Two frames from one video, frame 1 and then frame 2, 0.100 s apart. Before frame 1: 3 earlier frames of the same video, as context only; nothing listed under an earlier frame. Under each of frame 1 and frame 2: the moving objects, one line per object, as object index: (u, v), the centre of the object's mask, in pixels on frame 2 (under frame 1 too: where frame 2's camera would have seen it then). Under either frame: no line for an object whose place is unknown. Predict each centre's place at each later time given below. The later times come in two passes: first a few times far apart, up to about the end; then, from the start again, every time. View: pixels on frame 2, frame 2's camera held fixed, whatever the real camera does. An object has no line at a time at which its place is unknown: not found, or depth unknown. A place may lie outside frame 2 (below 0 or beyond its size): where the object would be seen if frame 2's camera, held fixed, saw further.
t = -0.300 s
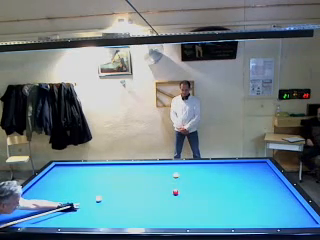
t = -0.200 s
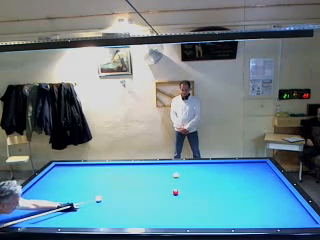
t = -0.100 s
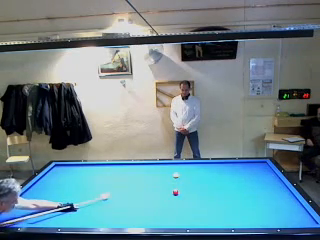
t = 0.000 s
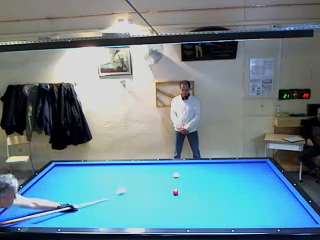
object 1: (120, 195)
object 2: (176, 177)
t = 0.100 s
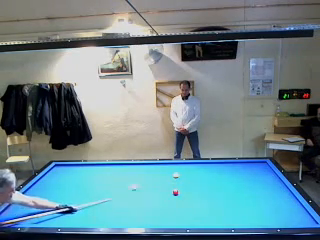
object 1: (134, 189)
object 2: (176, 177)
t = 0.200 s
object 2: (176, 177)
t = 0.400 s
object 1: (169, 177)
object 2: (176, 177)
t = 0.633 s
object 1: (175, 168)
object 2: (193, 176)
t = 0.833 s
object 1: (180, 164)
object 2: (206, 175)
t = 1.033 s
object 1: (189, 166)
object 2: (219, 174)
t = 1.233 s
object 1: (198, 169)
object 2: (232, 174)
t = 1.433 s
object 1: (208, 173)
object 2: (245, 173)
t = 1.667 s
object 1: (219, 176)
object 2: (260, 172)
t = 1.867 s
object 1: (229, 180)
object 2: (272, 172)
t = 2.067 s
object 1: (240, 184)
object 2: (264, 172)
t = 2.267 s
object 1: (252, 187)
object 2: (257, 172)
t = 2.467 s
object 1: (264, 191)
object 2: (249, 172)
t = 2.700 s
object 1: (279, 196)
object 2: (242, 171)
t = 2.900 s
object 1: (292, 200)
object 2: (235, 171)
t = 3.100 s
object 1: (294, 204)
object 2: (228, 171)
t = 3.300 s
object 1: (291, 208)
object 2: (222, 171)
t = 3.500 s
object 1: (288, 212)
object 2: (216, 171)
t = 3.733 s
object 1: (284, 218)
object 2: (210, 170)
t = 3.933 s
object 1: (280, 221)
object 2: (204, 170)
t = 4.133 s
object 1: (274, 221)
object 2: (199, 170)
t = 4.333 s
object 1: (267, 220)
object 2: (194, 170)
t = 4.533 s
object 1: (261, 218)
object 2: (189, 170)
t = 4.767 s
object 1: (253, 215)
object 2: (183, 170)
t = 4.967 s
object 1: (247, 213)
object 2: (179, 170)
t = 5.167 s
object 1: (241, 211)
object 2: (174, 170)
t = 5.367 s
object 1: (236, 209)
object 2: (171, 170)
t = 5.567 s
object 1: (231, 207)
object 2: (167, 169)
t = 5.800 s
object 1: (226, 205)
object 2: (162, 169)
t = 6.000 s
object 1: (222, 204)
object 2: (159, 169)
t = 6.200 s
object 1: (218, 202)
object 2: (156, 169)
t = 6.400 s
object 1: (214, 200)
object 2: (152, 169)
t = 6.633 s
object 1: (210, 199)
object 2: (148, 168)
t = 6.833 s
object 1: (207, 198)
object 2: (146, 168)
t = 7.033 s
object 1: (204, 196)
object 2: (144, 168)
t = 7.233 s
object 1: (201, 195)
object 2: (141, 168)
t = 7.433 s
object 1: (199, 195)
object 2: (139, 168)
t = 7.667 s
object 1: (196, 193)
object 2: (136, 168)
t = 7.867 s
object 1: (195, 193)
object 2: (134, 168)
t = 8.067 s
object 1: (193, 192)
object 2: (132, 168)
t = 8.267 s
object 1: (191, 191)
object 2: (131, 168)
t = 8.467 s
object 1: (189, 191)
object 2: (130, 168)
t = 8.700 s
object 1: (188, 190)
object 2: (128, 168)
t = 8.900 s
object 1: (187, 189)
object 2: (127, 168)
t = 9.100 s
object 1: (186, 189)
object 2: (126, 168)
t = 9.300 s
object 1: (184, 188)
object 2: (125, 167)
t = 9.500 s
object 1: (183, 188)
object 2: (124, 168)
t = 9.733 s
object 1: (183, 187)
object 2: (123, 167)
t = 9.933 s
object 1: (182, 187)
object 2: (123, 168)
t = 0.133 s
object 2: (176, 177)
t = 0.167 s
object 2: (176, 177)
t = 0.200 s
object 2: (176, 177)
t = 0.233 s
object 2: (176, 177)
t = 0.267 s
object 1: (154, 181)
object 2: (176, 177)
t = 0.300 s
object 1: (157, 180)
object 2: (176, 177)
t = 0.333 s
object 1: (161, 179)
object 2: (176, 177)
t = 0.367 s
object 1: (164, 178)
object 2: (176, 177)
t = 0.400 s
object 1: (169, 177)
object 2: (176, 177)
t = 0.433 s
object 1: (171, 175)
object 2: (175, 177)
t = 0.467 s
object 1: (171, 174)
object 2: (179, 176)
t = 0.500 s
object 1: (171, 173)
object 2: (182, 176)
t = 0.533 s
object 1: (172, 172)
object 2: (186, 175)
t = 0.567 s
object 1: (173, 171)
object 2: (188, 175)
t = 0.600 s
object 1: (173, 171)
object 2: (190, 175)
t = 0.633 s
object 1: (175, 168)
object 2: (193, 176)
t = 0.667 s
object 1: (176, 168)
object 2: (195, 175)
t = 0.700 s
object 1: (177, 167)
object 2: (197, 175)
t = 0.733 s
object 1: (178, 166)
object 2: (200, 175)
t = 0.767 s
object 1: (179, 165)
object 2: (202, 175)
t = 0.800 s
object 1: (179, 164)
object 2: (204, 175)
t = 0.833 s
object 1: (180, 164)
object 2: (206, 175)
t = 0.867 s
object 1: (182, 164)
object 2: (208, 175)
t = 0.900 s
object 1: (183, 164)
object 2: (210, 174)
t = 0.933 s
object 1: (185, 165)
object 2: (212, 175)
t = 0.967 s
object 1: (186, 166)
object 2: (215, 174)
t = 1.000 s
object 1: (188, 166)
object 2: (217, 174)
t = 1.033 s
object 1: (189, 166)
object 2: (219, 174)
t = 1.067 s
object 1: (191, 167)
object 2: (221, 174)
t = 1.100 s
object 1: (192, 167)
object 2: (223, 174)
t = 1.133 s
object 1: (193, 167)
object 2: (226, 174)
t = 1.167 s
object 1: (195, 169)
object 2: (228, 174)
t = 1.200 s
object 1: (196, 169)
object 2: (230, 174)
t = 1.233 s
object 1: (198, 169)
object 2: (232, 174)
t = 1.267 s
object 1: (200, 170)
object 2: (234, 173)
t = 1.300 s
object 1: (201, 170)
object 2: (237, 173)
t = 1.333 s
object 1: (202, 171)
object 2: (239, 173)
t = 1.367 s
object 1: (204, 171)
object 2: (241, 173)
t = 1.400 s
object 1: (206, 172)
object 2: (243, 173)
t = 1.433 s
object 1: (208, 173)
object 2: (245, 173)
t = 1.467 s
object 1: (209, 173)
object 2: (247, 173)
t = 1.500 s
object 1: (211, 174)
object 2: (249, 172)
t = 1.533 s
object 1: (212, 174)
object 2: (252, 173)
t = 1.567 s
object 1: (214, 175)
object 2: (254, 173)
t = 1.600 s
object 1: (215, 175)
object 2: (256, 173)
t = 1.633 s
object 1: (217, 176)
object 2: (258, 172)
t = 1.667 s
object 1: (219, 176)
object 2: (260, 172)
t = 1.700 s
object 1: (221, 177)
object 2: (262, 172)
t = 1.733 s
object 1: (222, 177)
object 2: (264, 172)
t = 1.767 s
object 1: (224, 178)
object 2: (266, 172)
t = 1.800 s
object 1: (226, 179)
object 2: (268, 172)
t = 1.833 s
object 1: (228, 179)
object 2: (270, 172)
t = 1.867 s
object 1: (229, 180)
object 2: (272, 172)
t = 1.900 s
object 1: (231, 181)
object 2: (271, 172)
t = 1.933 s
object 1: (233, 181)
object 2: (269, 172)
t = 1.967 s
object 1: (235, 181)
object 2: (268, 172)
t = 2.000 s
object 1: (236, 182)
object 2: (266, 172)
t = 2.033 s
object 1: (239, 183)
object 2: (265, 172)
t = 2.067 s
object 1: (240, 184)
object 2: (264, 172)
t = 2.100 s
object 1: (242, 184)
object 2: (263, 172)
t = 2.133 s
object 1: (244, 185)
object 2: (261, 172)
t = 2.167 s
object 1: (246, 186)
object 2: (260, 172)
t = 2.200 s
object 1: (248, 186)
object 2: (259, 172)
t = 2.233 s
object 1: (250, 186)
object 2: (258, 172)
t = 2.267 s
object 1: (252, 187)
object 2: (257, 172)
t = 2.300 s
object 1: (254, 187)
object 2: (255, 172)
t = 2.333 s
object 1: (256, 188)
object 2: (254, 172)
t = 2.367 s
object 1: (258, 189)
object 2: (253, 172)
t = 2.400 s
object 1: (260, 190)
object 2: (252, 172)
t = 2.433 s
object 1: (262, 190)
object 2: (251, 172)
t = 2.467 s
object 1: (264, 191)
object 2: (249, 172)
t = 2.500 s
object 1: (266, 192)
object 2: (248, 172)
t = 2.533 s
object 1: (268, 192)
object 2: (247, 172)
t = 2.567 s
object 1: (270, 194)
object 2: (246, 171)
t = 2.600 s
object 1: (272, 194)
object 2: (245, 172)
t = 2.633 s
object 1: (274, 195)
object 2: (244, 171)
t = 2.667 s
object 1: (276, 195)
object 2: (243, 171)
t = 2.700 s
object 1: (279, 196)
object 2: (242, 171)
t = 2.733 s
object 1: (281, 197)
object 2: (241, 171)
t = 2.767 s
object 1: (283, 197)
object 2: (240, 171)
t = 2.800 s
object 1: (285, 198)
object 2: (238, 171)
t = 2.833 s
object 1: (287, 199)
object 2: (237, 171)
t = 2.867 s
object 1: (290, 200)
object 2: (236, 171)
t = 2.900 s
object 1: (292, 200)
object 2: (235, 171)
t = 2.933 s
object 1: (294, 201)
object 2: (234, 171)
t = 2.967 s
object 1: (296, 202)
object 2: (232, 171)
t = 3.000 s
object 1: (295, 202)
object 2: (231, 171)
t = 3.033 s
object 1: (295, 203)
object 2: (231, 171)
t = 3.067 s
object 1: (294, 204)
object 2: (229, 171)
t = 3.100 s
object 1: (294, 204)
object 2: (228, 171)
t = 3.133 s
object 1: (293, 205)
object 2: (227, 171)
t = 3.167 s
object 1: (293, 205)
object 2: (226, 171)
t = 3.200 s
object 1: (293, 206)
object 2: (225, 171)
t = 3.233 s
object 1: (292, 207)
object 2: (224, 171)
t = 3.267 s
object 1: (292, 207)
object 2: (223, 171)
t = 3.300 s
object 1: (291, 208)
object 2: (222, 171)
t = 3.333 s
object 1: (291, 209)
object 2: (221, 171)
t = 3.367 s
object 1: (290, 210)
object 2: (220, 171)
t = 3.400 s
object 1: (289, 210)
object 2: (219, 171)
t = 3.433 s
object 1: (289, 211)
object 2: (218, 171)
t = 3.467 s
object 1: (288, 212)
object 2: (217, 171)
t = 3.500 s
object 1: (288, 212)
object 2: (216, 171)
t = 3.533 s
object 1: (287, 213)
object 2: (215, 171)
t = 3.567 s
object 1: (287, 214)
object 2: (214, 171)
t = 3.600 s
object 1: (286, 215)
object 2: (213, 171)
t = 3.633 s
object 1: (286, 216)
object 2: (213, 171)
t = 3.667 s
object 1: (285, 216)
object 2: (212, 171)
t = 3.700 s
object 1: (285, 217)
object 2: (211, 171)
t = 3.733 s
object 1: (284, 218)
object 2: (210, 170)
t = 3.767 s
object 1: (284, 219)
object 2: (209, 170)
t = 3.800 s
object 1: (283, 219)
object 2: (208, 171)
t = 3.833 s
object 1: (282, 220)
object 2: (207, 171)
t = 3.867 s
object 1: (281, 220)
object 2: (206, 171)
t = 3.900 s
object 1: (281, 221)
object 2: (205, 171)
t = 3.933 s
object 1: (280, 221)
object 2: (204, 170)
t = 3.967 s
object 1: (280, 221)
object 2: (203, 170)
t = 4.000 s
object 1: (279, 222)
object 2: (202, 170)
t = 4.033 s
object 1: (278, 221)
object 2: (201, 171)
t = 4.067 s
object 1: (277, 221)
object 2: (200, 171)
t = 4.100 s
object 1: (276, 221)
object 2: (200, 171)
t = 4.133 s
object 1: (274, 221)
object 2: (199, 170)
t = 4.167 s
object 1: (273, 221)
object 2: (198, 170)
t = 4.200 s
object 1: (272, 221)
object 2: (197, 170)
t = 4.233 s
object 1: (271, 220)
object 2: (196, 170)
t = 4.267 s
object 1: (270, 220)
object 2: (196, 170)
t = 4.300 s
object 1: (268, 220)
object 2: (195, 170)
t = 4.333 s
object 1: (267, 220)
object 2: (194, 170)
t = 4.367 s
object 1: (266, 220)
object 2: (193, 170)
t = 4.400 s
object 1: (265, 219)
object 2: (192, 170)
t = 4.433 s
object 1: (264, 219)
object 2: (191, 170)
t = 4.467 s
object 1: (262, 218)
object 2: (190, 170)
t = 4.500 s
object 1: (261, 218)
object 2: (190, 170)
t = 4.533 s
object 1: (261, 218)
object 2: (189, 170)
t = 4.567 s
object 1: (259, 217)
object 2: (188, 170)
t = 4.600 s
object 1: (258, 217)
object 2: (187, 170)
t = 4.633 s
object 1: (257, 216)
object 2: (187, 170)
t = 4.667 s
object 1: (256, 216)
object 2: (186, 170)
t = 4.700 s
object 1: (255, 215)
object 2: (185, 170)
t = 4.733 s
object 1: (254, 215)
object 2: (184, 170)
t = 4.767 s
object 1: (253, 215)
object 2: (183, 170)
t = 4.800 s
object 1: (252, 214)
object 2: (183, 170)
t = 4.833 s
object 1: (251, 214)
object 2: (182, 170)
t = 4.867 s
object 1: (250, 214)
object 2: (181, 170)
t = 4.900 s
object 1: (249, 213)
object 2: (180, 170)
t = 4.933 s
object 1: (248, 213)
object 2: (180, 170)
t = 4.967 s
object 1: (247, 213)
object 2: (179, 170)
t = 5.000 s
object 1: (246, 212)
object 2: (178, 170)
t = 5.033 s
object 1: (245, 212)
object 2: (178, 170)
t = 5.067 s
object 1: (244, 212)
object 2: (177, 170)
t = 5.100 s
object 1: (243, 212)
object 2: (176, 170)
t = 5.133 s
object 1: (242, 212)
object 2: (175, 170)
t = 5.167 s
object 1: (241, 211)
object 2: (174, 170)
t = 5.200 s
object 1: (241, 211)
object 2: (174, 170)
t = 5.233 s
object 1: (240, 210)
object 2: (173, 170)
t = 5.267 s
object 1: (239, 210)
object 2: (173, 170)
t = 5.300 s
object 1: (238, 210)
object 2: (172, 170)
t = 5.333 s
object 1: (237, 210)
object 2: (171, 170)
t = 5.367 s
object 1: (236, 209)
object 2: (171, 170)
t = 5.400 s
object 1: (235, 209)
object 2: (170, 170)
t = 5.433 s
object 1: (235, 208)
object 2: (169, 170)
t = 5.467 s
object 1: (234, 208)
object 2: (168, 170)
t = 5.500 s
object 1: (233, 208)
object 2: (168, 169)
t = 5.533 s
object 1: (232, 207)
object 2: (167, 169)
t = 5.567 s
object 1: (231, 207)
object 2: (167, 169)
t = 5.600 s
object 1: (231, 207)
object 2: (166, 169)
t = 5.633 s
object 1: (230, 207)
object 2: (165, 169)
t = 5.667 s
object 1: (229, 206)
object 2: (165, 169)
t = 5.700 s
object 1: (228, 206)
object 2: (164, 169)
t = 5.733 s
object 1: (227, 205)
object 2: (164, 169)
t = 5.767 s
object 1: (227, 205)
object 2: (163, 169)
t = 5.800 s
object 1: (226, 205)
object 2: (162, 169)
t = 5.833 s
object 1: (225, 205)
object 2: (162, 169)
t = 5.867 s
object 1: (225, 205)
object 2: (162, 169)
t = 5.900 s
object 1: (224, 204)
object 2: (161, 169)
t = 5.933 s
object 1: (223, 204)
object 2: (160, 169)
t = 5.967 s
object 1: (222, 204)
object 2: (159, 169)
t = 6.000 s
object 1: (222, 204)
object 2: (159, 169)
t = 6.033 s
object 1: (221, 203)
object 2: (158, 169)
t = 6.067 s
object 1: (220, 203)
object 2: (158, 169)
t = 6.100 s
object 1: (220, 203)
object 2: (157, 169)
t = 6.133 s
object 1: (219, 203)
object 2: (157, 169)
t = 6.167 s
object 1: (218, 202)
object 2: (156, 169)
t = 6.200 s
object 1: (218, 202)
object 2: (156, 169)
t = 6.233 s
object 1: (217, 202)
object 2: (155, 169)
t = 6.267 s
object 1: (216, 201)
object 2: (155, 169)
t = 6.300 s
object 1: (216, 201)
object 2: (154, 169)
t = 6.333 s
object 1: (215, 201)
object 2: (153, 169)
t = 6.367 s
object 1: (214, 201)
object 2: (153, 169)
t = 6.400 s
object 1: (214, 200)
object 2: (152, 169)
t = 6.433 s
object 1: (213, 200)
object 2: (152, 169)
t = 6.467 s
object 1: (213, 200)
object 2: (151, 169)
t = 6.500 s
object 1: (212, 200)
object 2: (151, 169)
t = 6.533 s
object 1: (212, 200)
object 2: (150, 169)
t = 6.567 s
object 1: (211, 200)
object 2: (149, 169)
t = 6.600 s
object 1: (211, 199)
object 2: (149, 168)
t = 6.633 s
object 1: (210, 199)
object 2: (148, 168)
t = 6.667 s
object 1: (210, 199)
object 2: (148, 168)
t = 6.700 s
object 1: (209, 198)
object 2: (147, 168)
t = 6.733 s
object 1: (209, 198)
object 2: (147, 168)
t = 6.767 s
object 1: (208, 198)
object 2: (147, 168)
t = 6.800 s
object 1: (207, 198)
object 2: (146, 169)
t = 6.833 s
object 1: (207, 198)
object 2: (146, 168)
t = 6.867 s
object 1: (206, 198)
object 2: (146, 169)
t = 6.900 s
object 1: (206, 197)
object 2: (145, 169)
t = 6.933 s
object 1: (205, 197)
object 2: (145, 168)
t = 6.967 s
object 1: (205, 197)
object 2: (144, 168)
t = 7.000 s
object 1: (204, 197)
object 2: (144, 168)
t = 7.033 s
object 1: (204, 196)
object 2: (144, 168)
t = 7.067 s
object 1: (204, 196)
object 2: (143, 168)
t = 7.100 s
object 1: (203, 196)
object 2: (143, 168)
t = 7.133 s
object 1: (203, 196)
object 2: (142, 168)
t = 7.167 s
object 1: (202, 196)
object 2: (142, 168)
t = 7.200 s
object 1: (202, 195)
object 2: (141, 168)
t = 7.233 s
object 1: (201, 195)
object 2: (141, 168)
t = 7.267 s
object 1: (201, 195)
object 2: (141, 168)
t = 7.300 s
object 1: (200, 195)
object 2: (140, 168)
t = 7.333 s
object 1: (200, 195)
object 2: (140, 168)
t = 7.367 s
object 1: (200, 195)
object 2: (139, 168)
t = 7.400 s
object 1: (199, 195)
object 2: (139, 168)
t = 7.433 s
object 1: (199, 195)
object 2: (139, 168)
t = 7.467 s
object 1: (198, 195)
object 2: (138, 168)
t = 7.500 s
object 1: (198, 195)
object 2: (138, 168)
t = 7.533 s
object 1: (198, 194)
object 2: (138, 168)
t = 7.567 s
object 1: (197, 194)
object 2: (137, 168)
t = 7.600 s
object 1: (197, 194)
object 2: (137, 168)
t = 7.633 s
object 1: (197, 193)
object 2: (137, 168)
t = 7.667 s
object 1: (196, 193)
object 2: (136, 168)
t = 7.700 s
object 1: (196, 193)
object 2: (136, 168)
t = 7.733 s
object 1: (196, 193)
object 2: (136, 168)
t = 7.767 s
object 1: (195, 193)
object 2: (136, 168)
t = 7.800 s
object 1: (195, 193)
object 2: (135, 168)
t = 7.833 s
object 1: (195, 193)
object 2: (135, 168)
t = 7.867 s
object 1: (195, 193)
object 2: (134, 168)
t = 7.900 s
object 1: (194, 192)
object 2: (134, 168)
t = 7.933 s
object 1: (194, 192)
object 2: (134, 168)
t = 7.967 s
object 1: (194, 192)
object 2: (133, 168)
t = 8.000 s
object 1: (193, 192)
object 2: (133, 168)
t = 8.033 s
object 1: (193, 192)
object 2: (133, 168)
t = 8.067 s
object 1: (193, 192)
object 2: (132, 168)
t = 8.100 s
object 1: (192, 191)
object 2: (132, 168)
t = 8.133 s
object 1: (192, 191)
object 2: (132, 168)
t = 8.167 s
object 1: (192, 191)
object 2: (132, 168)
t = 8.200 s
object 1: (192, 191)
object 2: (132, 168)
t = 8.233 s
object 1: (191, 191)
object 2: (131, 168)
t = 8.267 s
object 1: (191, 191)
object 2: (131, 168)
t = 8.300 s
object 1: (191, 191)
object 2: (131, 168)
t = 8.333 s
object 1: (191, 191)
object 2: (130, 168)
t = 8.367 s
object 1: (190, 191)
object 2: (130, 168)
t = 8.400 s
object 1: (190, 191)
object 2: (130, 168)
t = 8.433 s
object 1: (190, 191)
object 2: (130, 168)
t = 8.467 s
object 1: (189, 191)
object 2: (130, 168)
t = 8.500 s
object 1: (189, 191)
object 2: (130, 168)
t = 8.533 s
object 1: (189, 191)
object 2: (129, 168)
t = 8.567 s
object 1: (188, 191)
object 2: (129, 168)
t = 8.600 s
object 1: (188, 190)
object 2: (129, 168)
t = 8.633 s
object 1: (188, 190)
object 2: (128, 168)
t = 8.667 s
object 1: (188, 190)
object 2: (128, 168)
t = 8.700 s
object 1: (188, 190)
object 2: (128, 168)
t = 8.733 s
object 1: (187, 190)
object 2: (128, 168)
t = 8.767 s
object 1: (187, 190)
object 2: (128, 168)
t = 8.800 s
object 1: (187, 189)
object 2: (127, 167)
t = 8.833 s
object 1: (187, 189)
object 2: (127, 168)
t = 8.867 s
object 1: (187, 189)
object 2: (127, 168)
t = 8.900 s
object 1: (187, 189)
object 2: (127, 168)
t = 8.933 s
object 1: (187, 189)
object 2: (126, 168)
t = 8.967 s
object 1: (186, 189)
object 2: (126, 168)
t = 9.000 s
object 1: (186, 189)
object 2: (126, 168)
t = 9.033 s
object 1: (186, 189)
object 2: (126, 168)
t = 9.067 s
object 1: (186, 189)
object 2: (126, 168)
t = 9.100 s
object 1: (186, 189)
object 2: (126, 168)
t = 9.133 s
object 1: (185, 188)
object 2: (126, 168)
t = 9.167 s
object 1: (185, 188)
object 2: (125, 168)
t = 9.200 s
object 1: (185, 188)
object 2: (125, 168)
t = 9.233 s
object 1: (185, 188)
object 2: (125, 167)
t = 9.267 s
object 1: (185, 188)
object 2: (125, 167)
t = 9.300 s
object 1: (184, 188)
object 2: (125, 167)
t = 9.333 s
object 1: (184, 188)
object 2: (125, 168)
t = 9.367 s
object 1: (184, 188)
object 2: (125, 168)
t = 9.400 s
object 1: (184, 188)
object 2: (125, 168)
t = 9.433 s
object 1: (184, 188)
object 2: (125, 168)
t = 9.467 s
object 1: (184, 188)
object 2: (125, 168)
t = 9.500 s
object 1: (183, 188)
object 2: (124, 168)
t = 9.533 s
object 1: (183, 188)
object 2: (124, 168)
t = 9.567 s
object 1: (183, 188)
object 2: (124, 167)
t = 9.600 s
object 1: (183, 188)
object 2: (124, 167)
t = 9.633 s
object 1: (183, 188)
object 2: (124, 168)
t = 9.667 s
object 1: (183, 188)
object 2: (124, 168)
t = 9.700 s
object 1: (183, 187)
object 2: (123, 167)
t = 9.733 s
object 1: (183, 187)
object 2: (123, 167)
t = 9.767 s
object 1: (183, 187)
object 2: (123, 167)
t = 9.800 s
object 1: (182, 187)
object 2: (123, 167)
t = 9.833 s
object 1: (182, 187)
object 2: (123, 167)
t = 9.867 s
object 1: (182, 187)
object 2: (123, 167)
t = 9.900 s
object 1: (182, 187)
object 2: (123, 167)
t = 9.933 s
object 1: (182, 187)
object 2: (123, 168)
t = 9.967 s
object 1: (182, 187)
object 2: (123, 168)
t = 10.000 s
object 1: (182, 187)
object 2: (123, 168)
